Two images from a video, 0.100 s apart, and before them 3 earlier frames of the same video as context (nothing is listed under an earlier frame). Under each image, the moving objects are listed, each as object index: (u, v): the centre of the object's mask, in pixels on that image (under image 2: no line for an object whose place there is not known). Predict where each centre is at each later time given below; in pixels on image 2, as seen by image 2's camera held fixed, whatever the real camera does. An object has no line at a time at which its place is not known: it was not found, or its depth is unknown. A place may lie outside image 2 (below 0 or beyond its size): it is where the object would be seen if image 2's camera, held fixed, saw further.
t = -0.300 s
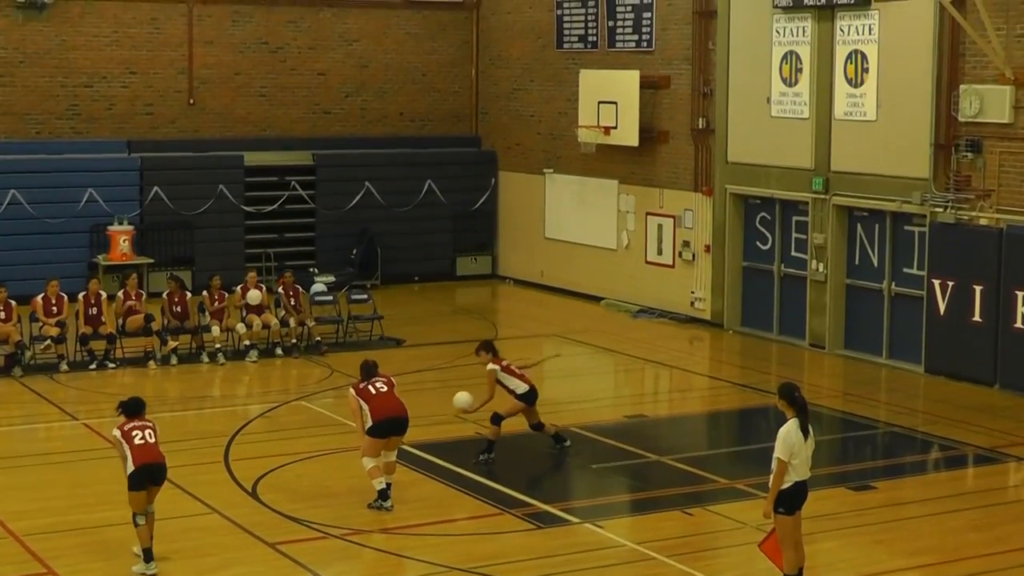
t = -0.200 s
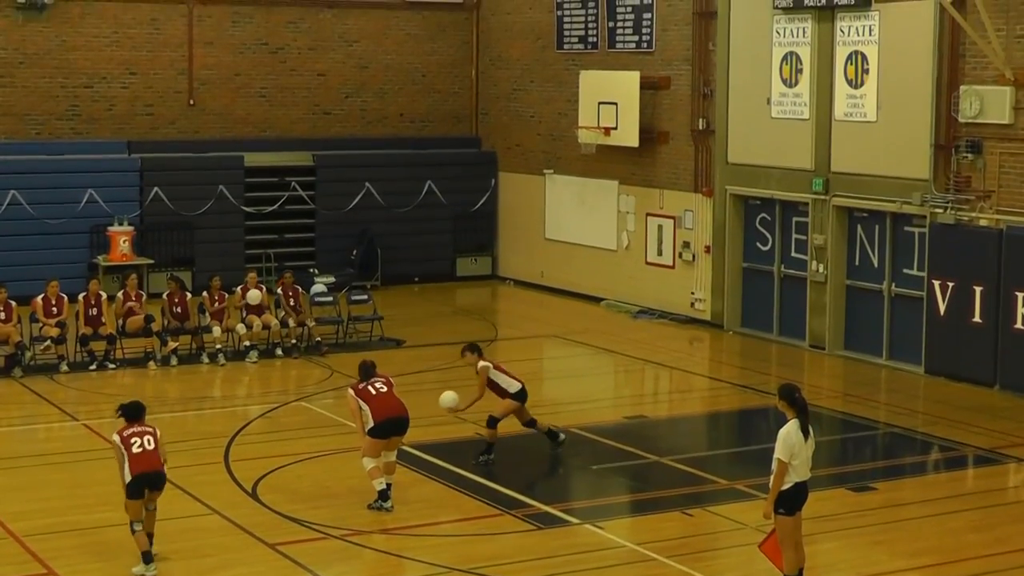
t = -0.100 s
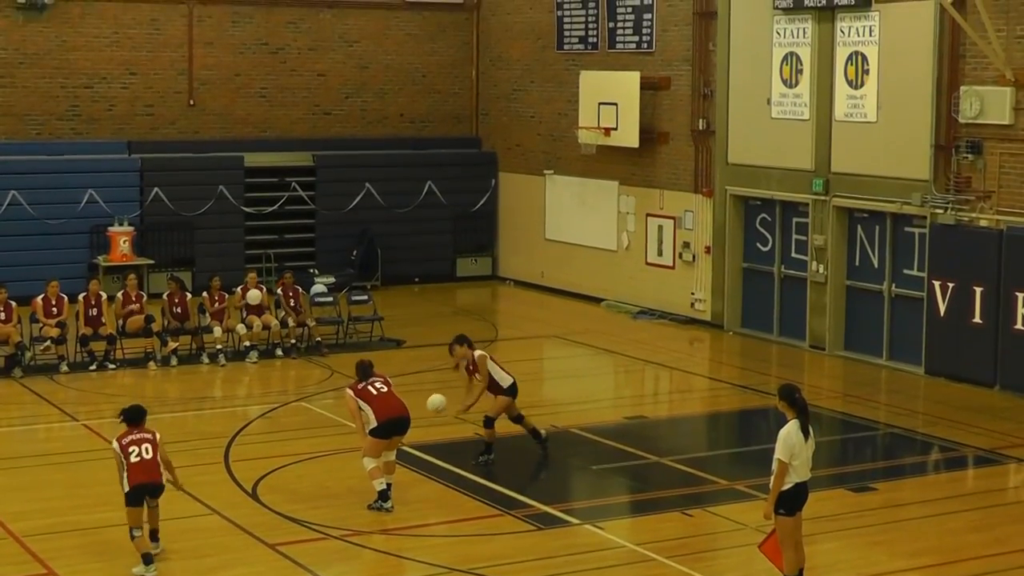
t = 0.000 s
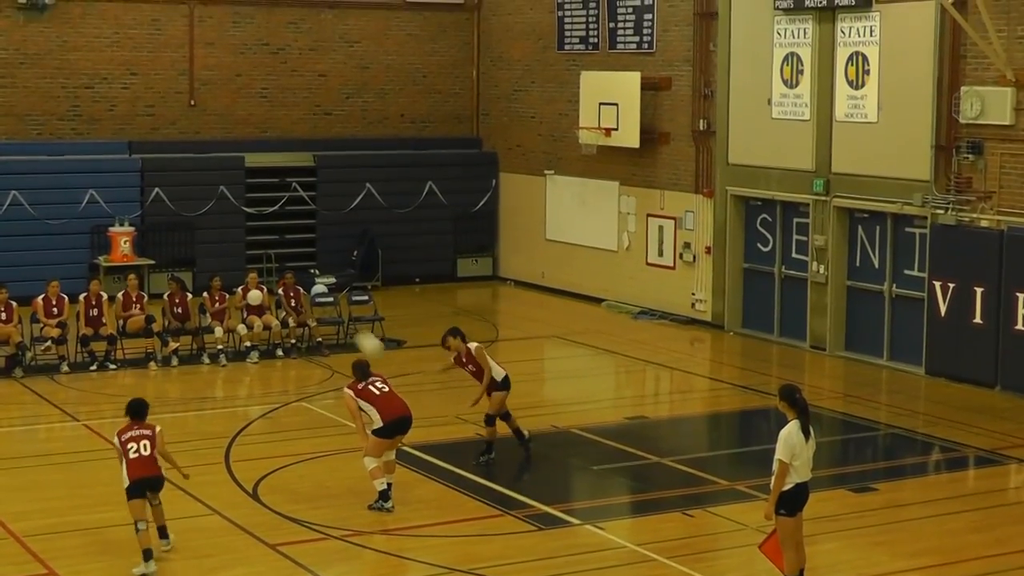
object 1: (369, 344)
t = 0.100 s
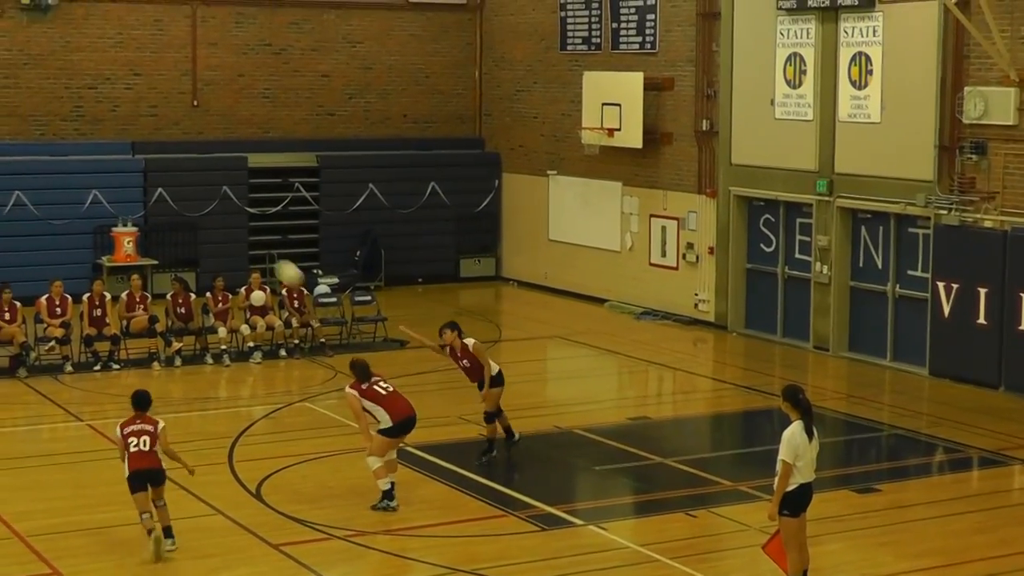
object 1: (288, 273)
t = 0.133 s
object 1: (261, 252)
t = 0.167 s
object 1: (232, 230)
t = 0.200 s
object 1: (204, 209)
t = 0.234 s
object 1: (175, 189)
